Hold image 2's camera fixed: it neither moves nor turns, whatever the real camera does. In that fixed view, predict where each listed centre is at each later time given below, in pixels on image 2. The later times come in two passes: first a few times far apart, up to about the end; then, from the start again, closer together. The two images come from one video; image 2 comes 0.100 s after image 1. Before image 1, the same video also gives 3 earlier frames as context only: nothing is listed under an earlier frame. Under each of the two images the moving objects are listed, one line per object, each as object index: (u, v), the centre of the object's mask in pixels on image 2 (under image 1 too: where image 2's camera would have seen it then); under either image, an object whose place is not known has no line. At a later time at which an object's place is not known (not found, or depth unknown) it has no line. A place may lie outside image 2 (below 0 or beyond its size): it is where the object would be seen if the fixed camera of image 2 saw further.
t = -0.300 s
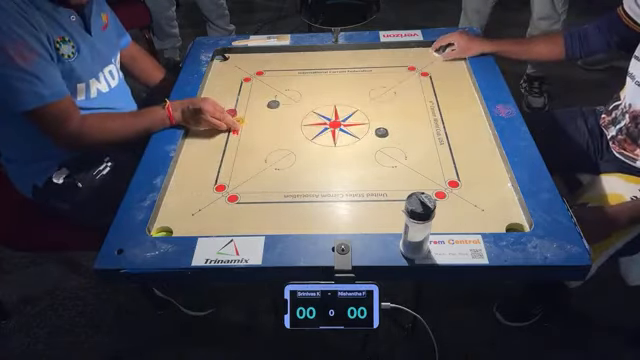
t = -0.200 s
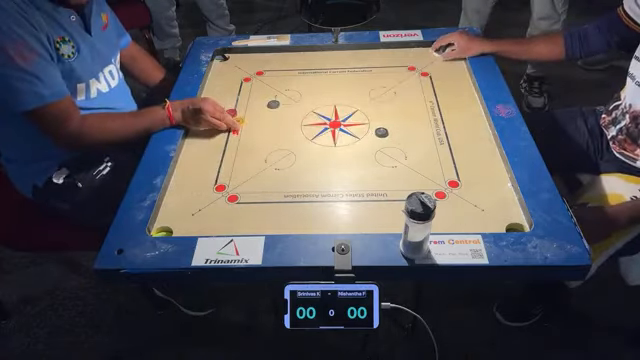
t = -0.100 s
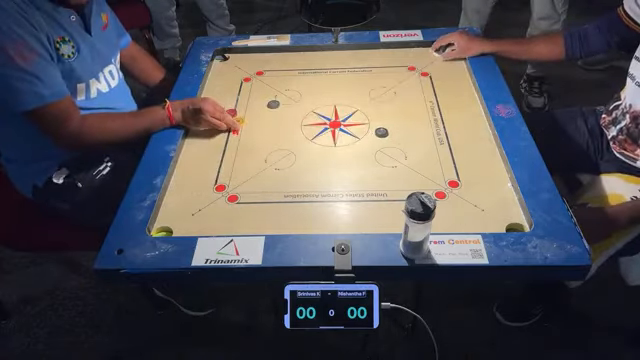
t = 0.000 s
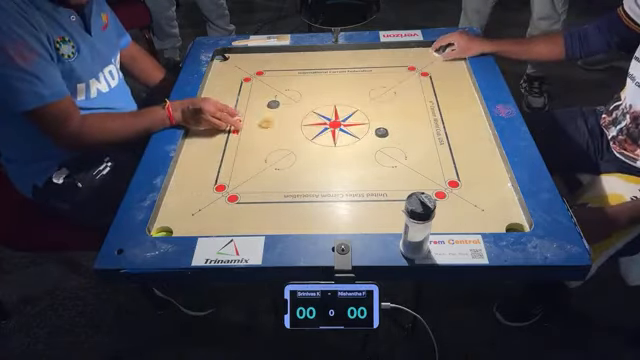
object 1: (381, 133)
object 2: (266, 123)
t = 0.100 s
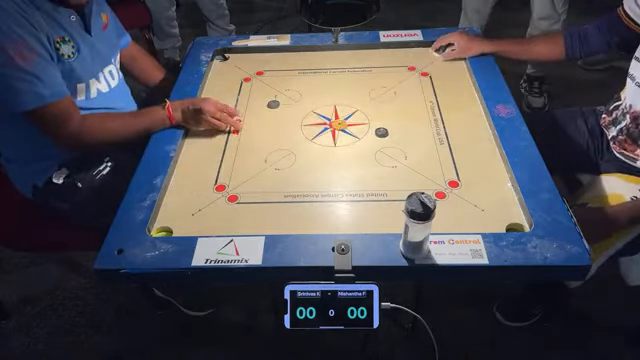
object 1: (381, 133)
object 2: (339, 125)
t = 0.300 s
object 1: (450, 173)
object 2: (447, 113)
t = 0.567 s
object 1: (491, 227)
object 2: (409, 102)
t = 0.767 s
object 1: (470, 224)
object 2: (366, 97)
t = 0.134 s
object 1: (381, 133)
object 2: (363, 125)
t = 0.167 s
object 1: (391, 138)
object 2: (383, 123)
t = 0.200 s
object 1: (405, 147)
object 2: (400, 120)
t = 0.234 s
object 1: (420, 155)
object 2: (417, 117)
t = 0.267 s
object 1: (435, 164)
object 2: (434, 115)
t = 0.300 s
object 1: (450, 173)
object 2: (447, 113)
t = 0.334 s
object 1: (466, 182)
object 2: (464, 111)
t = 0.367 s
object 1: (481, 191)
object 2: (475, 108)
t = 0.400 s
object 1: (496, 199)
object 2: (463, 107)
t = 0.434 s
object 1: (510, 208)
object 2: (451, 106)
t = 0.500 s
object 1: (503, 219)
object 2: (428, 103)
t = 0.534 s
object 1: (497, 224)
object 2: (419, 102)
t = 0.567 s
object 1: (491, 227)
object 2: (409, 102)
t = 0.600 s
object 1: (485, 229)
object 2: (401, 101)
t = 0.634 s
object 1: (481, 228)
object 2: (393, 100)
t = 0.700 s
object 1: (475, 226)
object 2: (378, 98)
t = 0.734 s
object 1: (472, 225)
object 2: (373, 98)
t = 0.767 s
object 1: (470, 224)
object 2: (366, 97)
